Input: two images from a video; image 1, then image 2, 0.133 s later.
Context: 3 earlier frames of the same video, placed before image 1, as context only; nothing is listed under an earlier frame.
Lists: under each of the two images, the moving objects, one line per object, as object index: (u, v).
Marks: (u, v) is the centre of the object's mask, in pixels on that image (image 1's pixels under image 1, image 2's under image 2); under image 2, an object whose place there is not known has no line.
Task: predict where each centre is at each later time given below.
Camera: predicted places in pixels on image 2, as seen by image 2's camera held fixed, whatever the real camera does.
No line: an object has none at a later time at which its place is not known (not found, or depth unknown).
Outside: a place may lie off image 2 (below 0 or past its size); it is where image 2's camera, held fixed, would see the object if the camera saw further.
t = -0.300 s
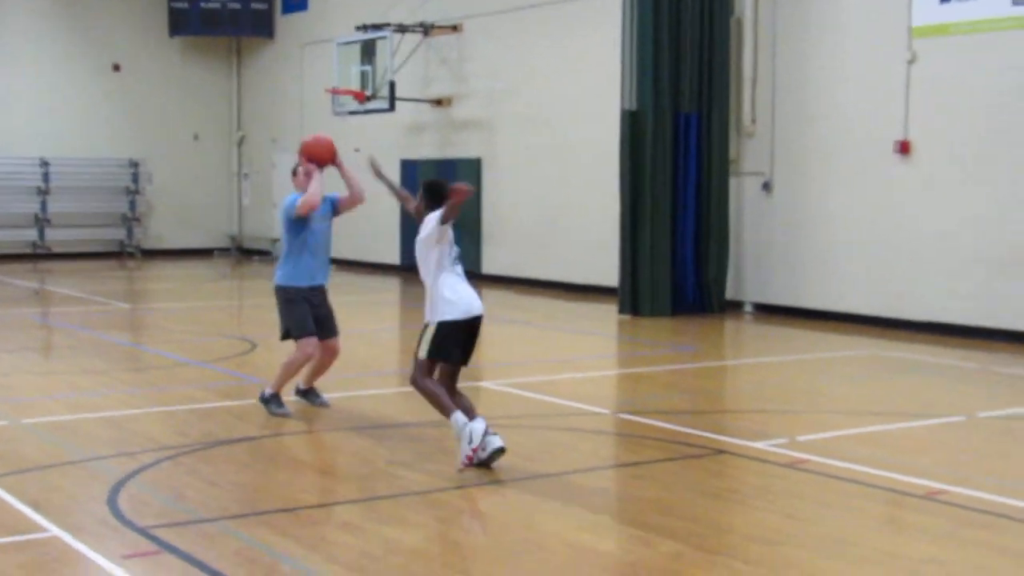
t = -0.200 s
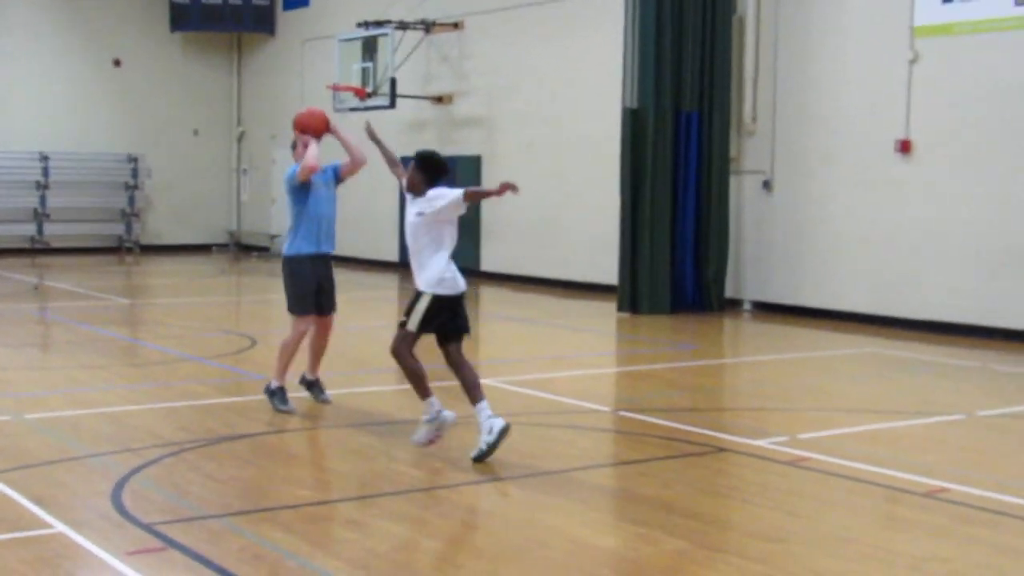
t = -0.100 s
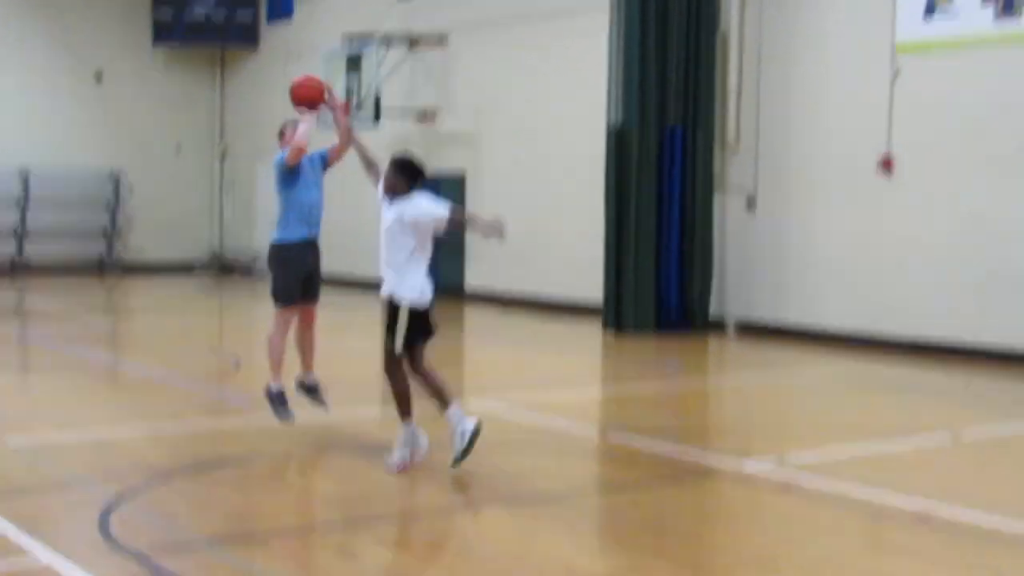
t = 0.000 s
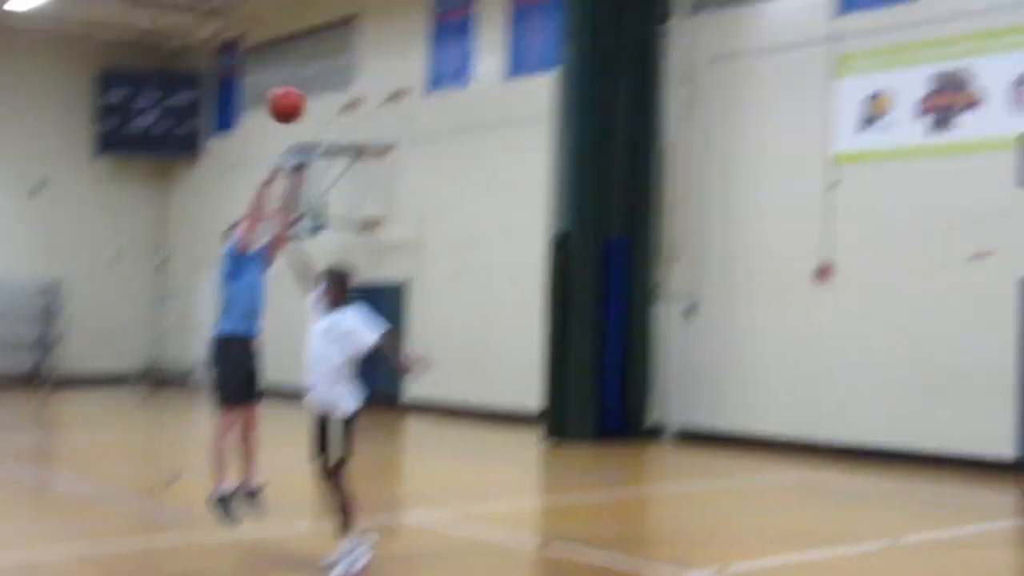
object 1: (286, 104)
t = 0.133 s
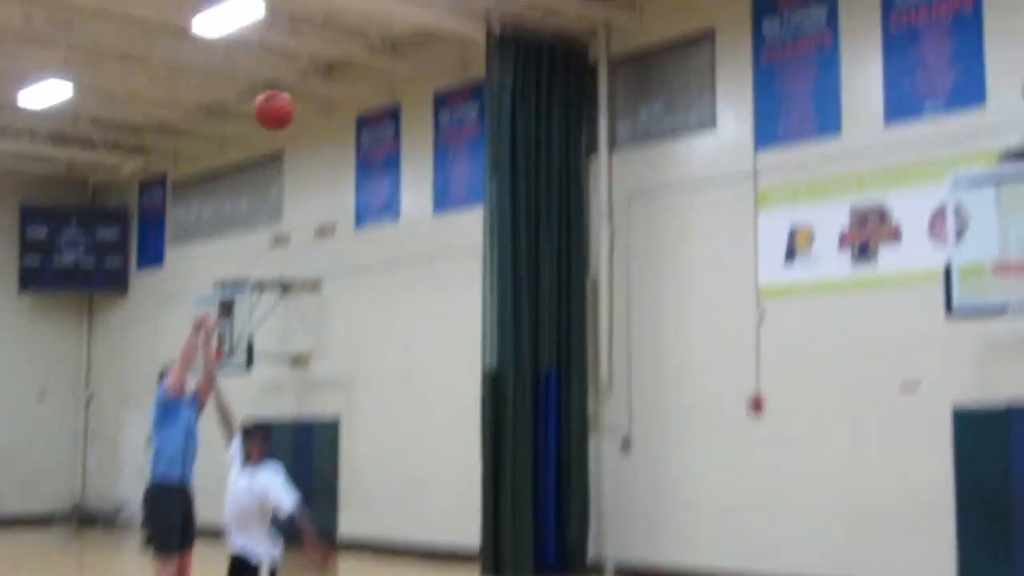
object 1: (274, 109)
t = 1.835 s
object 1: (747, -12)
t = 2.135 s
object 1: (661, 228)
